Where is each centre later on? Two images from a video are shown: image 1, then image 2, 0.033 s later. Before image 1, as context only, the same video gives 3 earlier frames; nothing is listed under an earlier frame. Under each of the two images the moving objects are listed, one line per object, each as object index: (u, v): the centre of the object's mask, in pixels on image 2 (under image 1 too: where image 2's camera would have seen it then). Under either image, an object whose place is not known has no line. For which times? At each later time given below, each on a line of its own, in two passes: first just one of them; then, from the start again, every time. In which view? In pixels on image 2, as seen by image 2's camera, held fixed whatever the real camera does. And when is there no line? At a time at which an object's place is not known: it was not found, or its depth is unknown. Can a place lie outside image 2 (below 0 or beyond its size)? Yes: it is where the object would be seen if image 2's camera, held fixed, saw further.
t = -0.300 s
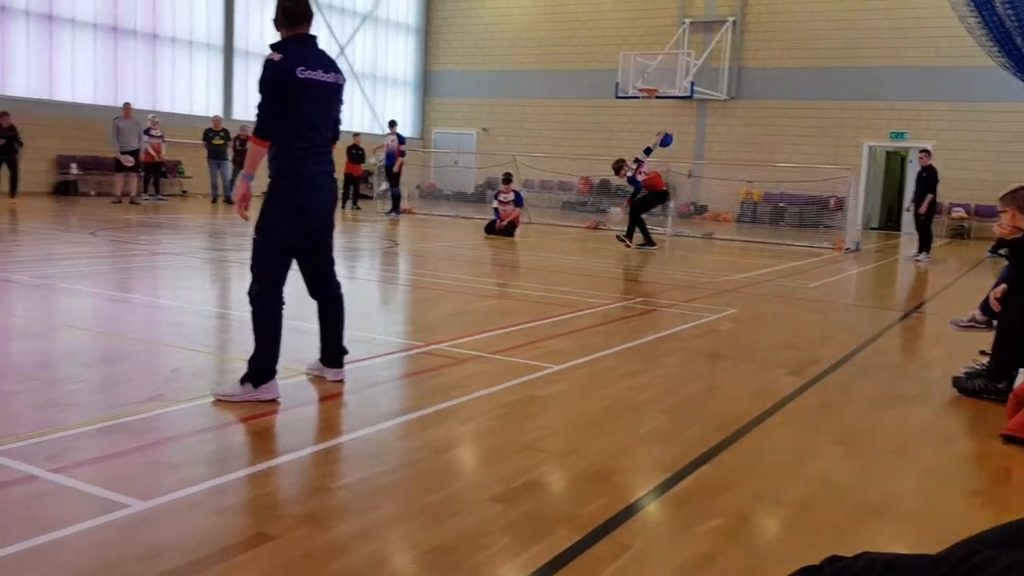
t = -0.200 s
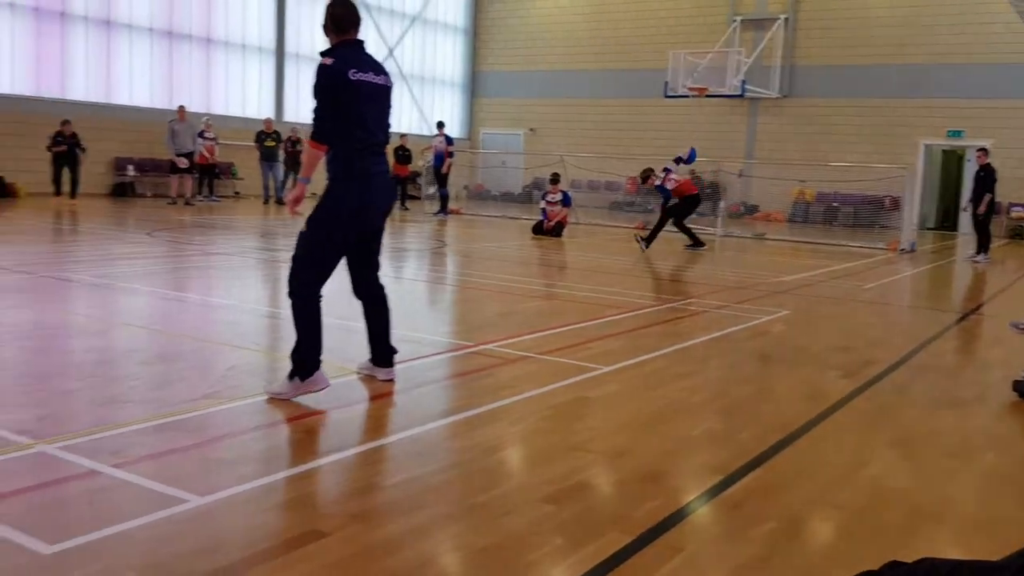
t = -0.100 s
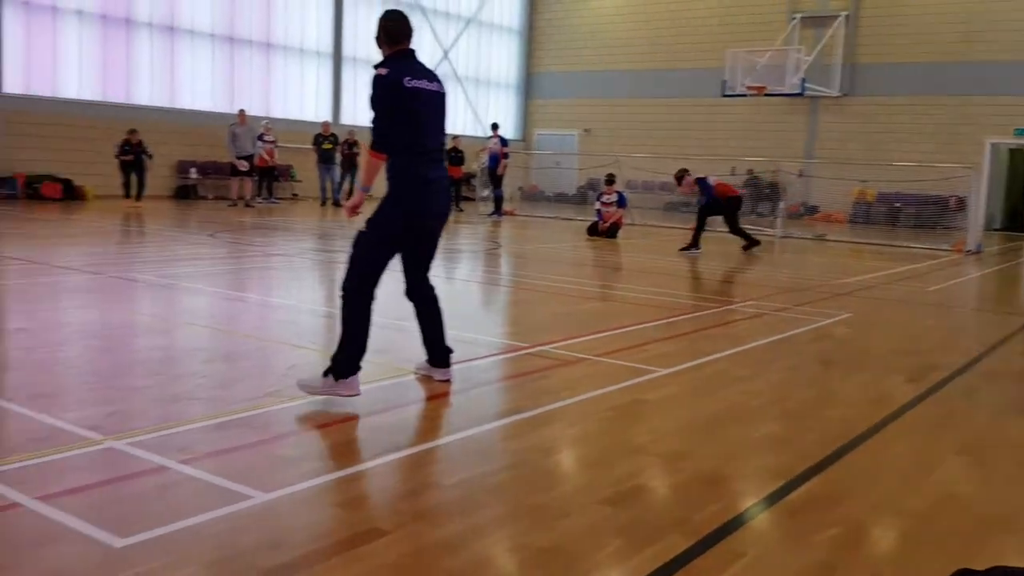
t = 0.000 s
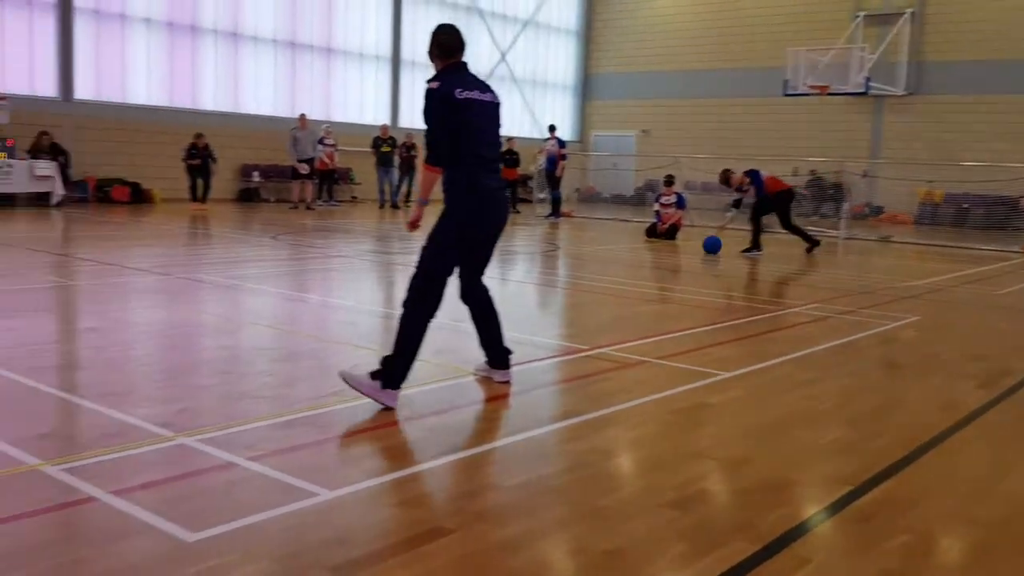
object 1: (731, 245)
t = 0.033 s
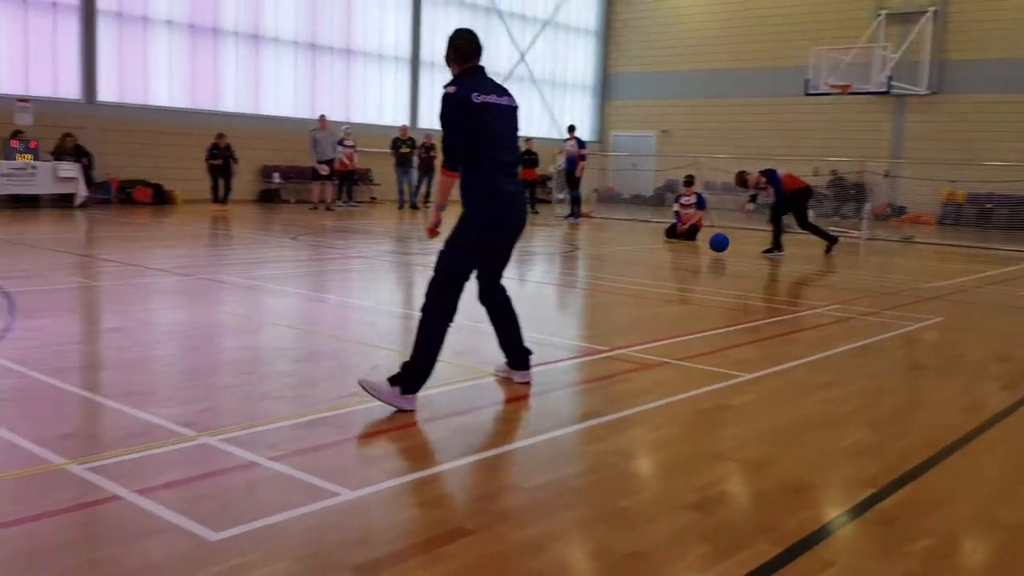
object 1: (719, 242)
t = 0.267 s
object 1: (613, 240)
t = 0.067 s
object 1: (707, 239)
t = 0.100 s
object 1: (694, 237)
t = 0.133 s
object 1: (679, 235)
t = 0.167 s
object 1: (665, 234)
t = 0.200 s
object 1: (649, 235)
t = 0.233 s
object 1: (632, 237)
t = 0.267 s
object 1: (613, 240)
